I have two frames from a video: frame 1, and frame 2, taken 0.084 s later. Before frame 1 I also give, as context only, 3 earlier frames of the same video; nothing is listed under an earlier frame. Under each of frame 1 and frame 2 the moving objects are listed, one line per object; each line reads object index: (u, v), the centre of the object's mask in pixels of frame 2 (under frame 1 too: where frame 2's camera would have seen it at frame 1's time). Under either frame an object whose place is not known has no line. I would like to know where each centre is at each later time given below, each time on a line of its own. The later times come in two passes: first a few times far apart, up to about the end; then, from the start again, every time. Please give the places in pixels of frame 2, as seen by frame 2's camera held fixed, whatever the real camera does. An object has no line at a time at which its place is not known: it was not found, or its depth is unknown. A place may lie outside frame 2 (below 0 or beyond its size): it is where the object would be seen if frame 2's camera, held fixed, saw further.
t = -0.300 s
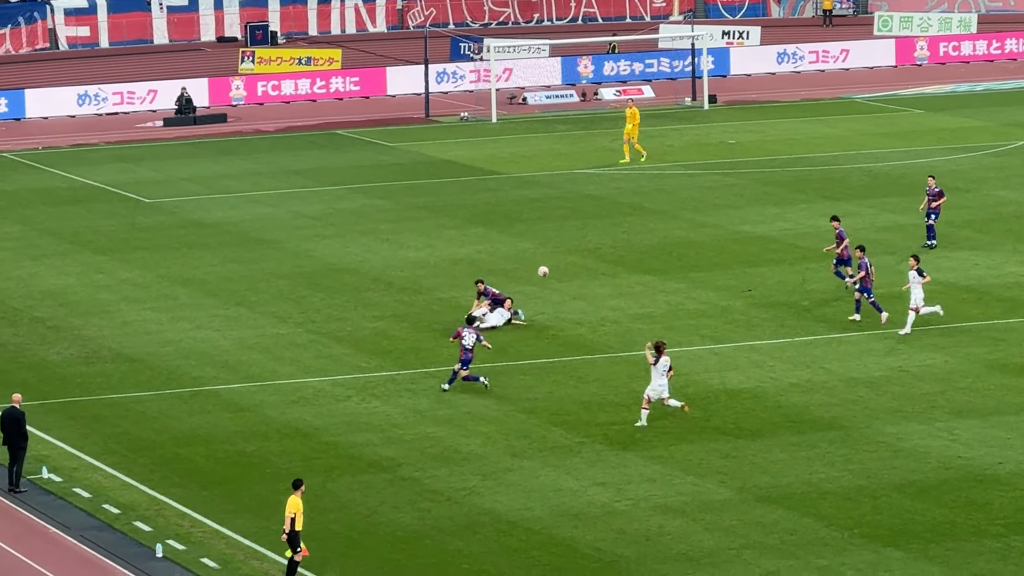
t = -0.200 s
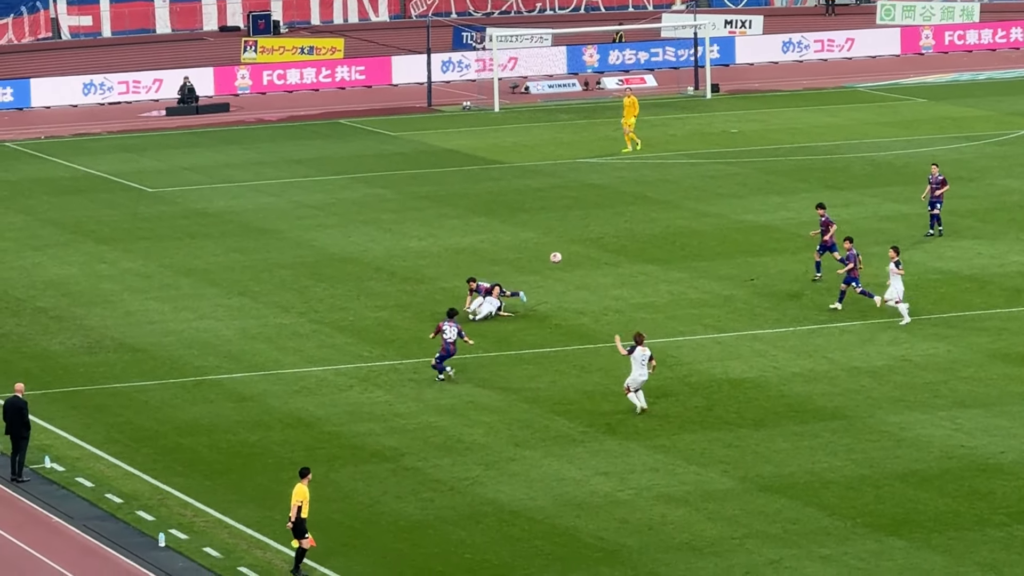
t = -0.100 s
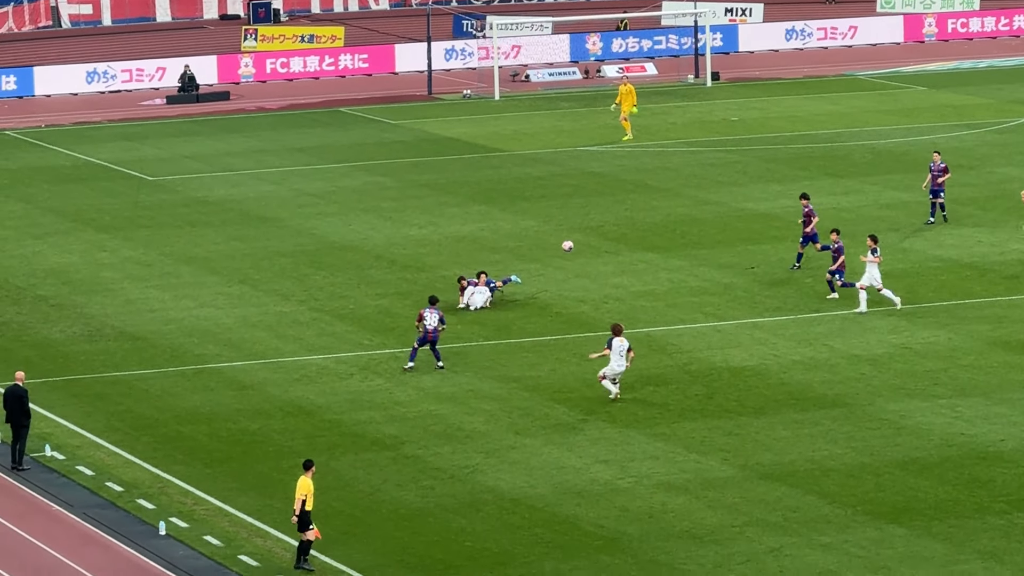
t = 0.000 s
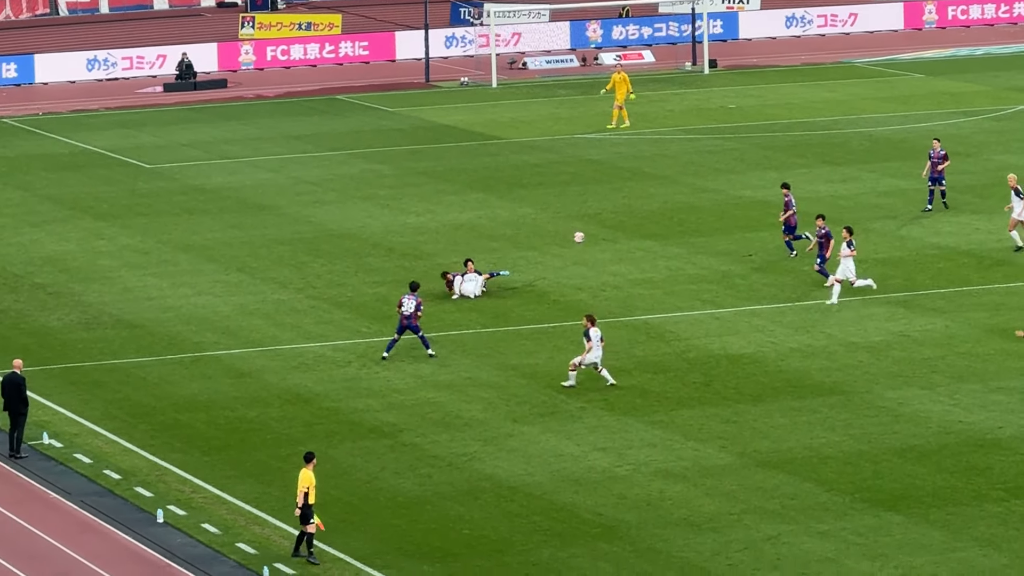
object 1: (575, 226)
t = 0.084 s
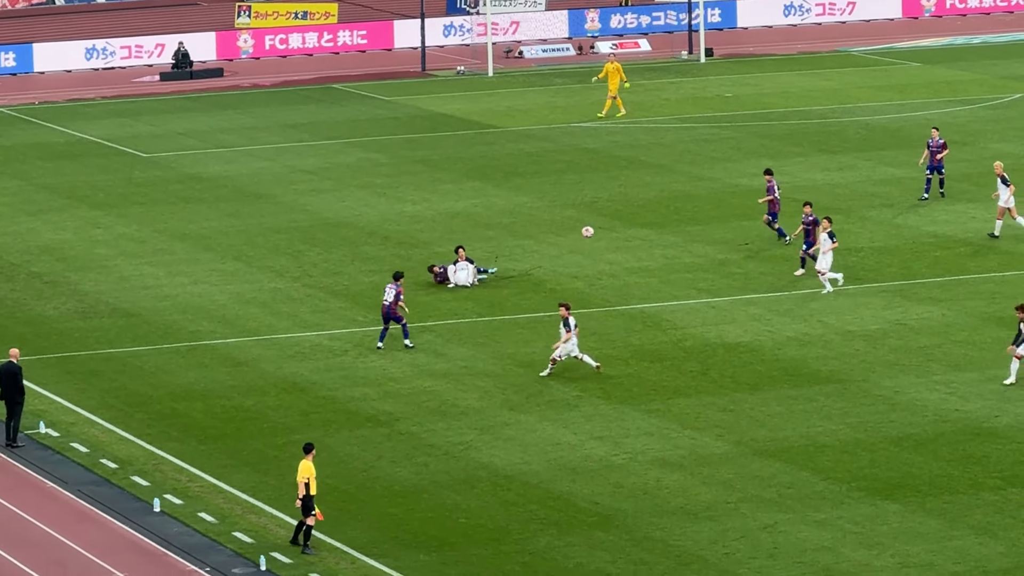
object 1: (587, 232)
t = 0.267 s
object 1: (619, 254)
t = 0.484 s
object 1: (661, 297)
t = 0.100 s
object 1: (590, 233)
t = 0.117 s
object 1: (592, 235)
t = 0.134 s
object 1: (595, 237)
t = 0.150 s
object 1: (598, 239)
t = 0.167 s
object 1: (601, 240)
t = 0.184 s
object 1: (604, 242)
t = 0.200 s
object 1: (607, 244)
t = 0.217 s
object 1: (609, 246)
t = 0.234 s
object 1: (612, 249)
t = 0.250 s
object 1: (615, 251)
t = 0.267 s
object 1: (619, 254)
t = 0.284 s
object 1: (621, 257)
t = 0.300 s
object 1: (624, 259)
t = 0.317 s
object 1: (628, 262)
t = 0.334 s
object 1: (631, 265)
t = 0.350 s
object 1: (634, 268)
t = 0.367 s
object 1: (637, 271)
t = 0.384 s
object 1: (640, 275)
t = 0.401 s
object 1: (644, 278)
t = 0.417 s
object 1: (647, 282)
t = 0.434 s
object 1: (650, 285)
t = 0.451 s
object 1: (654, 289)
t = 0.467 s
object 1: (657, 293)
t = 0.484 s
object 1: (661, 297)
